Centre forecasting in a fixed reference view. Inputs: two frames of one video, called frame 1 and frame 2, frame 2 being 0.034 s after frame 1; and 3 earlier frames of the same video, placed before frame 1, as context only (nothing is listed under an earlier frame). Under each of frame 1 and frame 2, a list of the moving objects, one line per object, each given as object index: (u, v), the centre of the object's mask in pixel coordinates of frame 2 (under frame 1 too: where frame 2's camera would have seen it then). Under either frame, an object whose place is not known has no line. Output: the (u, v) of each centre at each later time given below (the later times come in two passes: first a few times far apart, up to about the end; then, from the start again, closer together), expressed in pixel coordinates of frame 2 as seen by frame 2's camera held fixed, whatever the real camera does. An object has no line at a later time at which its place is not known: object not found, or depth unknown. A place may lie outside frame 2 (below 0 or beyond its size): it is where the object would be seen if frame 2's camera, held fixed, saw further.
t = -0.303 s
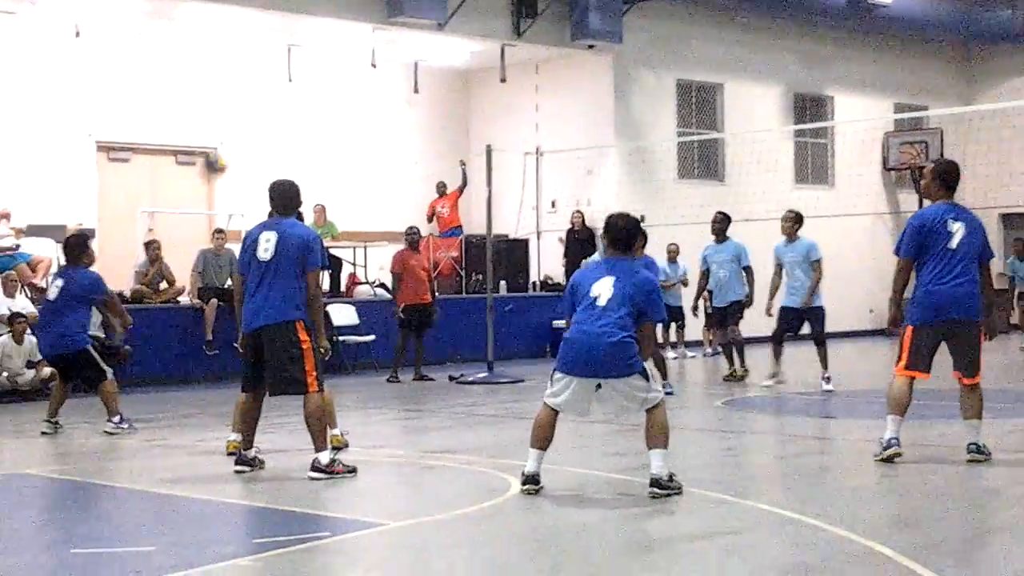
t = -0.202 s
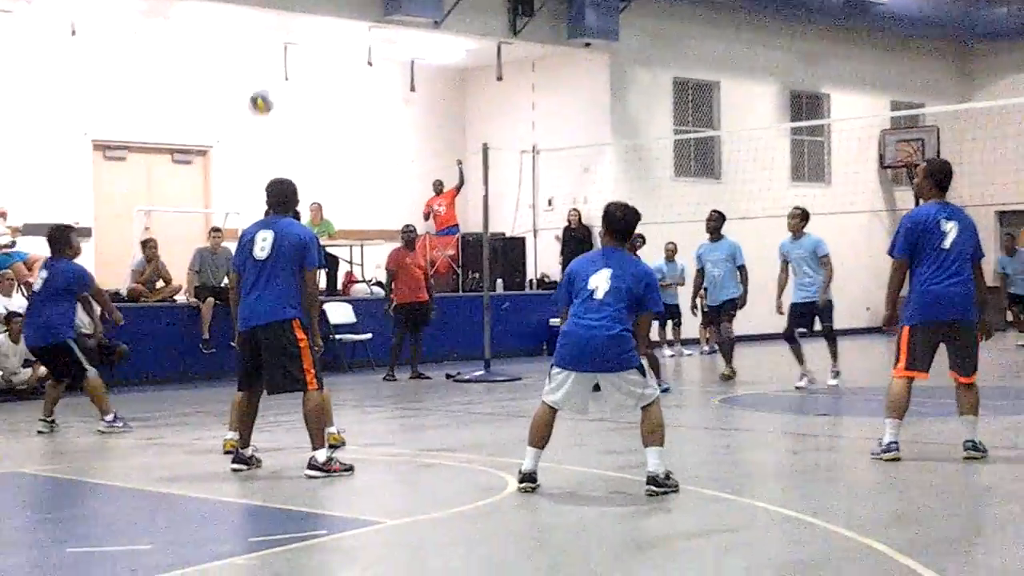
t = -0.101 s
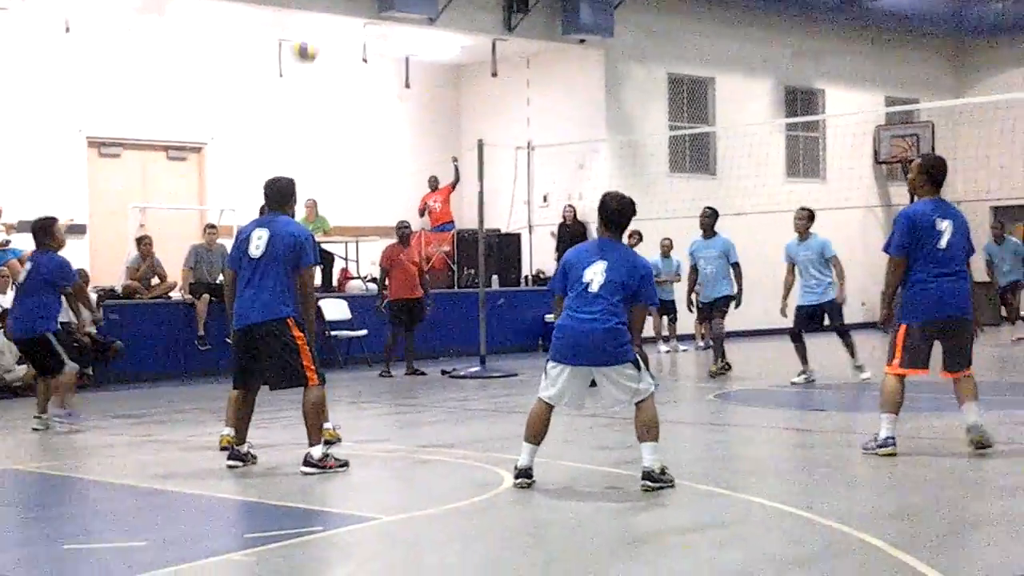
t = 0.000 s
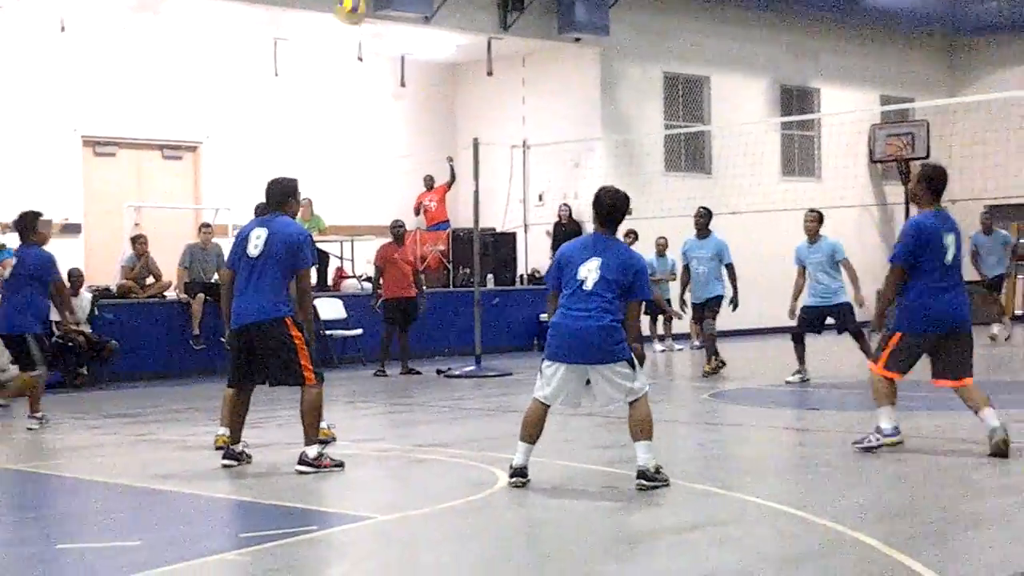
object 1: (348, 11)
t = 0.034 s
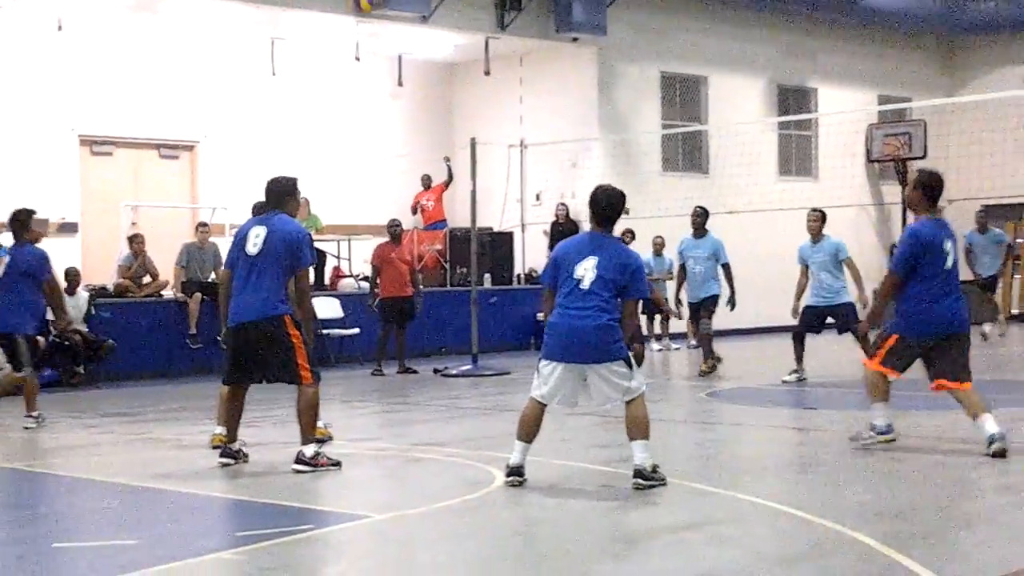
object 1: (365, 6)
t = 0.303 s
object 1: (507, -16)
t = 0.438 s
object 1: (575, 3)
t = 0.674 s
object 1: (703, 114)
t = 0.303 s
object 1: (507, -16)
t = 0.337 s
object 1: (520, -16)
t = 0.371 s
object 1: (538, -12)
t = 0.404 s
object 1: (557, -6)
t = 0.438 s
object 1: (575, 3)
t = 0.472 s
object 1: (594, 14)
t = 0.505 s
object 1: (611, 26)
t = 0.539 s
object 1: (629, 41)
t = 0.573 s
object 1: (647, 56)
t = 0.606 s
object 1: (664, 75)
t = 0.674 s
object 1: (703, 114)
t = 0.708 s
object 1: (721, 137)
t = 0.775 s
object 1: (759, 189)
